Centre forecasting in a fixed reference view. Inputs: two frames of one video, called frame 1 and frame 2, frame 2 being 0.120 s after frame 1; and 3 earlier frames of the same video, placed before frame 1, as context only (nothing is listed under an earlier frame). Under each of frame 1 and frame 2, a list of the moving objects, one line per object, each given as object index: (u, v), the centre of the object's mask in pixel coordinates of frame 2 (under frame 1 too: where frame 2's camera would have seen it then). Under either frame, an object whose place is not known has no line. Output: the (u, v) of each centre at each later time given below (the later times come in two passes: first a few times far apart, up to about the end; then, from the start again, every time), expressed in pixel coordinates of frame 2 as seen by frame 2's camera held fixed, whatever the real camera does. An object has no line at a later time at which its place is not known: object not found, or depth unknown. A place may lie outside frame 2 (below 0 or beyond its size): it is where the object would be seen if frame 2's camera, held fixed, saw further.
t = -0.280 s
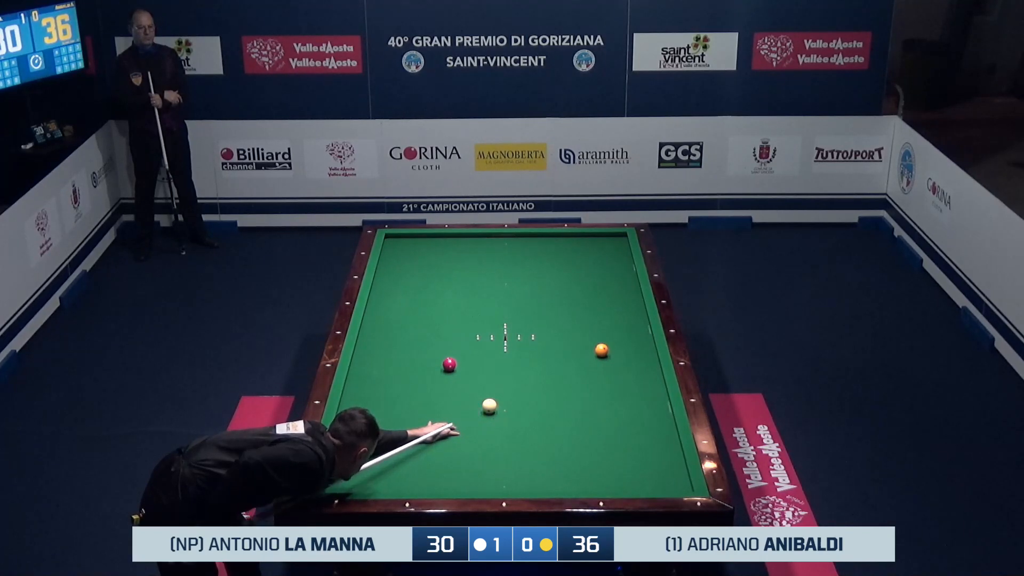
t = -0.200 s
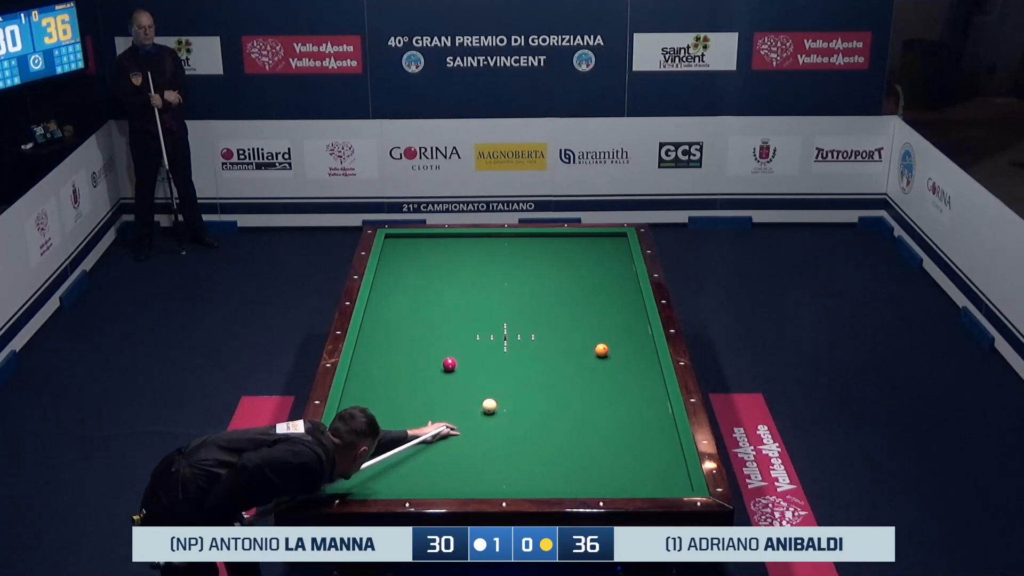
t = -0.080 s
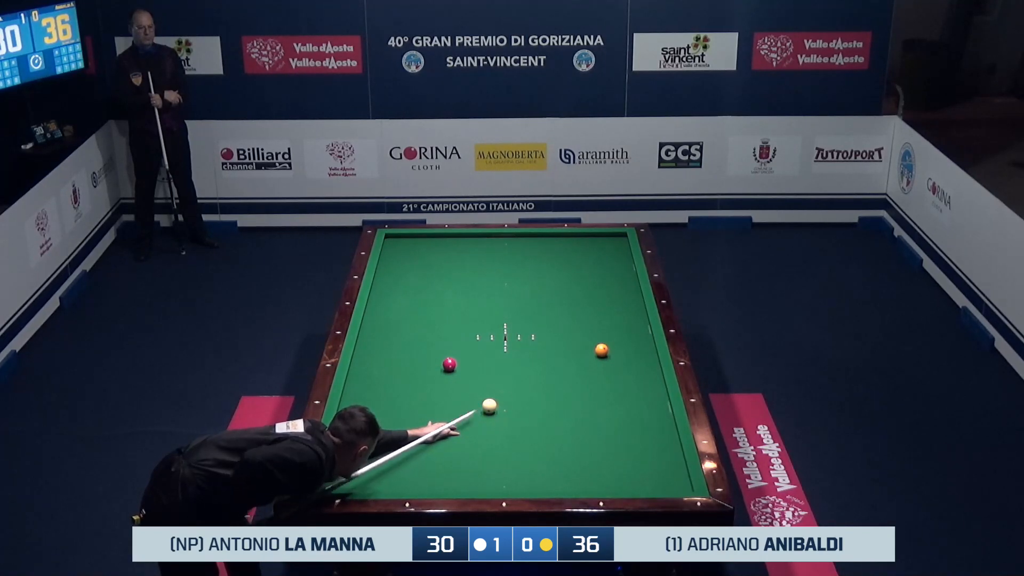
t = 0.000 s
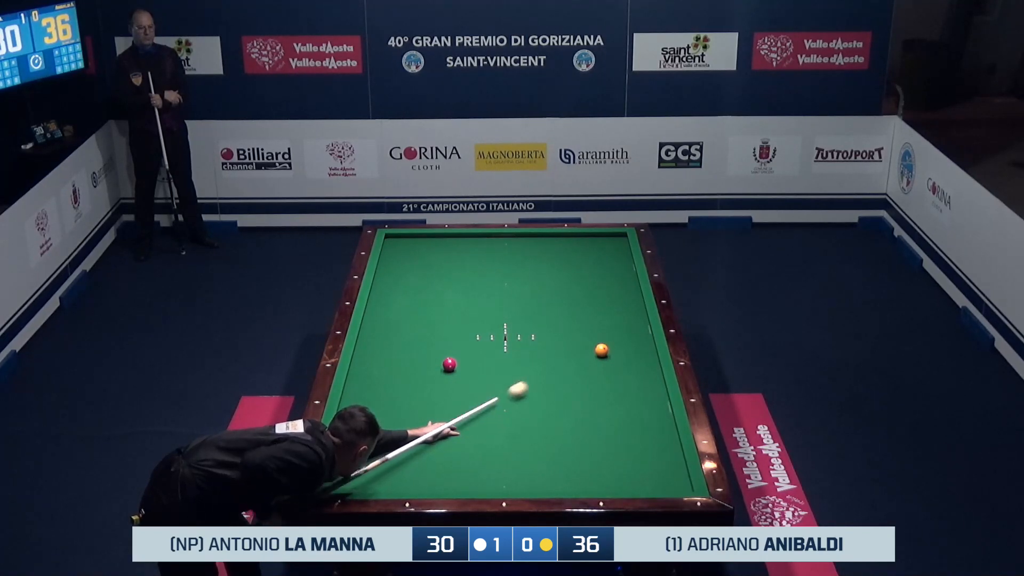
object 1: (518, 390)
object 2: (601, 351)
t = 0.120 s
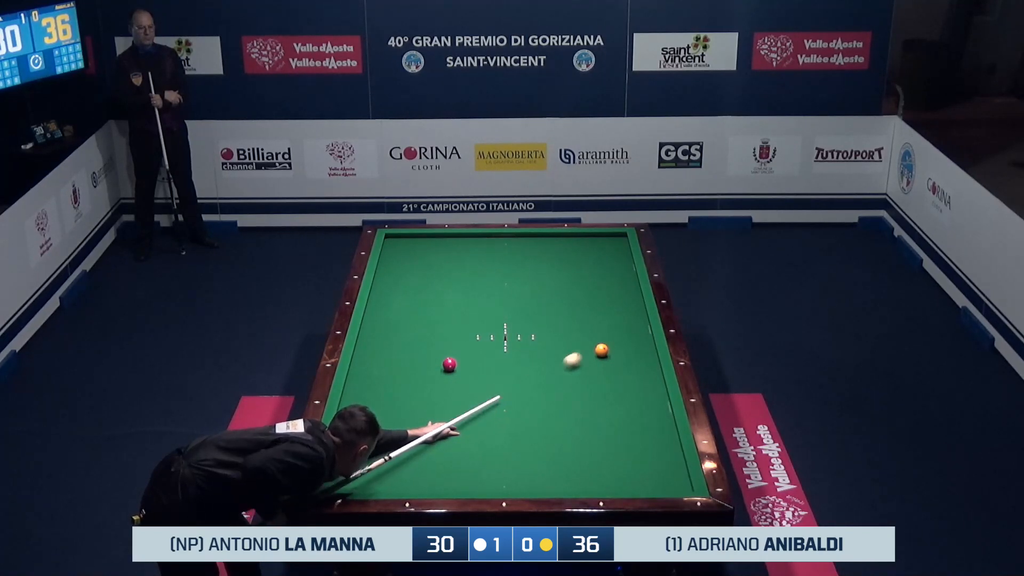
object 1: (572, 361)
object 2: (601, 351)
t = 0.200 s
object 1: (585, 345)
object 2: (621, 349)
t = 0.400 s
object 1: (571, 314)
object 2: (604, 346)
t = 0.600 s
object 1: (563, 288)
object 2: (545, 345)
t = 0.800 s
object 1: (556, 265)
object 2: (492, 344)
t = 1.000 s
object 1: (549, 244)
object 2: (439, 344)
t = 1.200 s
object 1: (536, 243)
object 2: (388, 343)
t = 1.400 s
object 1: (515, 256)
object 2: (381, 343)
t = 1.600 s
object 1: (494, 267)
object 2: (413, 343)
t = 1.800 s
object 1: (473, 279)
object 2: (443, 343)
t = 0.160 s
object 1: (588, 352)
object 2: (603, 350)
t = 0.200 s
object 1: (585, 345)
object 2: (621, 349)
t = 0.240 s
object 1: (581, 338)
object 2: (640, 347)
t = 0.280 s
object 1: (578, 331)
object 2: (646, 347)
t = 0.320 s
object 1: (575, 325)
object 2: (631, 346)
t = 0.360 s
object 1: (573, 319)
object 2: (617, 346)
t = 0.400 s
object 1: (571, 314)
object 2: (604, 346)
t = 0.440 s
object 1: (570, 308)
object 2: (590, 346)
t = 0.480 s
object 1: (568, 303)
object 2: (578, 346)
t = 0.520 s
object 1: (566, 298)
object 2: (566, 345)
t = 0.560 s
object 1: (565, 293)
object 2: (556, 345)
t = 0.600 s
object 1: (563, 288)
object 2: (545, 345)
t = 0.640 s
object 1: (562, 283)
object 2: (534, 345)
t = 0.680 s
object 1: (560, 279)
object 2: (524, 345)
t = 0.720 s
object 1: (559, 274)
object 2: (513, 345)
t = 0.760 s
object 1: (557, 270)
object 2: (502, 344)
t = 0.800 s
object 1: (556, 265)
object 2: (492, 344)
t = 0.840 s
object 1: (555, 261)
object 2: (482, 344)
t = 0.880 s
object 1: (553, 256)
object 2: (470, 344)
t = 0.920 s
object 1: (552, 252)
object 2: (460, 344)
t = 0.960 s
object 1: (551, 248)
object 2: (450, 344)
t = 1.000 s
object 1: (549, 244)
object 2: (439, 344)
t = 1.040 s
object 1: (548, 240)
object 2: (429, 344)
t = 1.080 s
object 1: (547, 236)
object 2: (418, 344)
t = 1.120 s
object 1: (544, 236)
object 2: (408, 344)
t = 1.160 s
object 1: (540, 239)
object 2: (398, 343)
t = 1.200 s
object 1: (536, 243)
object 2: (388, 343)
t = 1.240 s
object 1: (531, 245)
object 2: (377, 343)
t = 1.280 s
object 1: (527, 248)
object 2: (367, 343)
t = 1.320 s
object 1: (523, 251)
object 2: (364, 343)
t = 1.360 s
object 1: (519, 254)
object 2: (373, 343)
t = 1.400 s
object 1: (515, 256)
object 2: (381, 343)
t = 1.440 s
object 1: (511, 258)
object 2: (389, 343)
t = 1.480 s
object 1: (507, 260)
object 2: (395, 343)
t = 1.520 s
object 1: (503, 263)
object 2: (402, 343)
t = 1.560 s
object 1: (498, 265)
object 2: (407, 343)
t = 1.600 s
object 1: (494, 267)
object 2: (413, 343)
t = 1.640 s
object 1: (490, 270)
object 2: (419, 343)
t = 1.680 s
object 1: (486, 272)
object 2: (425, 343)
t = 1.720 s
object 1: (482, 274)
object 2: (431, 343)
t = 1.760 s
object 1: (477, 277)
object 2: (437, 343)
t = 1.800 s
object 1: (473, 279)
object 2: (443, 343)
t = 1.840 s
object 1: (469, 281)
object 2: (449, 343)
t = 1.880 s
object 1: (464, 284)
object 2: (455, 343)
